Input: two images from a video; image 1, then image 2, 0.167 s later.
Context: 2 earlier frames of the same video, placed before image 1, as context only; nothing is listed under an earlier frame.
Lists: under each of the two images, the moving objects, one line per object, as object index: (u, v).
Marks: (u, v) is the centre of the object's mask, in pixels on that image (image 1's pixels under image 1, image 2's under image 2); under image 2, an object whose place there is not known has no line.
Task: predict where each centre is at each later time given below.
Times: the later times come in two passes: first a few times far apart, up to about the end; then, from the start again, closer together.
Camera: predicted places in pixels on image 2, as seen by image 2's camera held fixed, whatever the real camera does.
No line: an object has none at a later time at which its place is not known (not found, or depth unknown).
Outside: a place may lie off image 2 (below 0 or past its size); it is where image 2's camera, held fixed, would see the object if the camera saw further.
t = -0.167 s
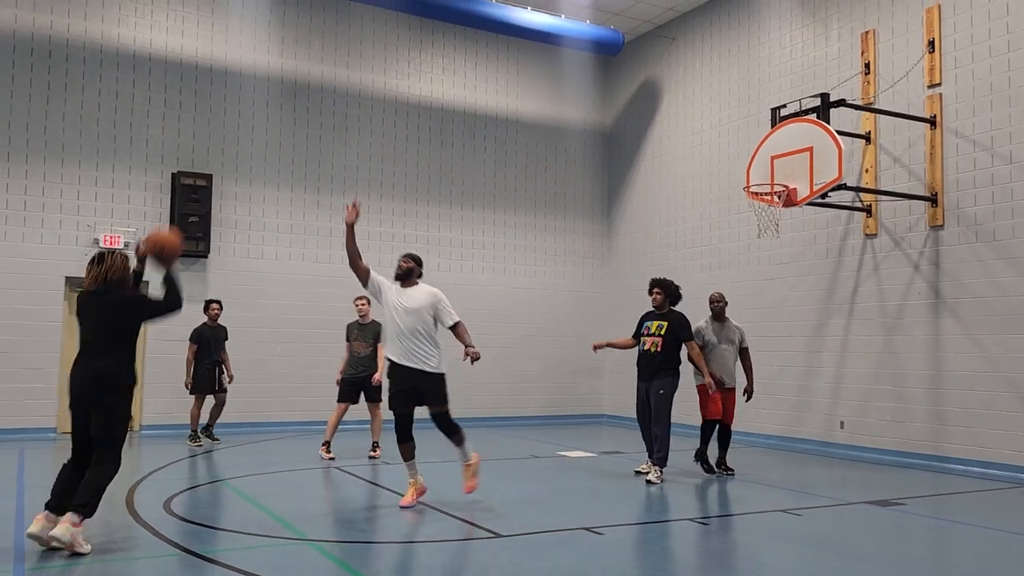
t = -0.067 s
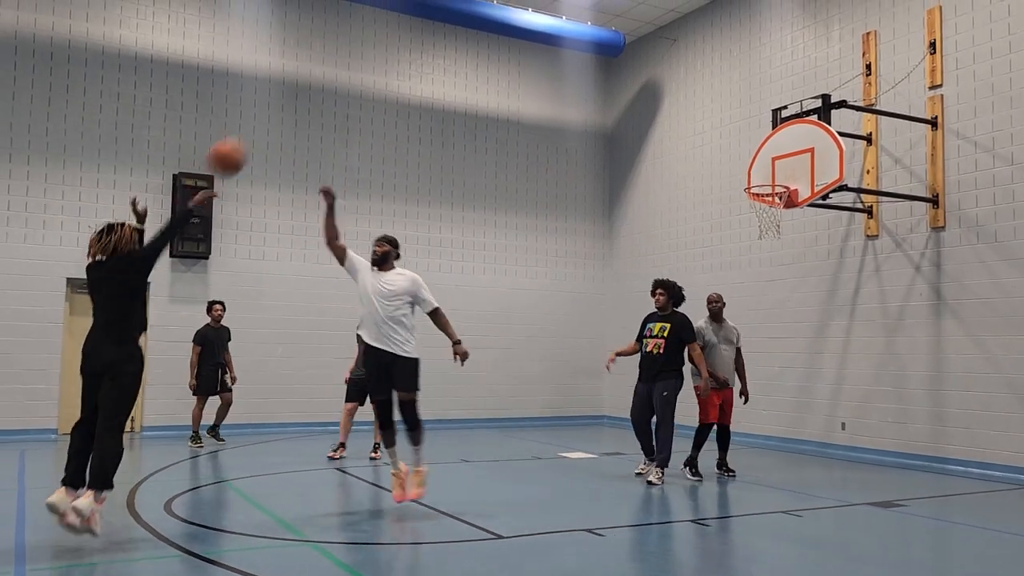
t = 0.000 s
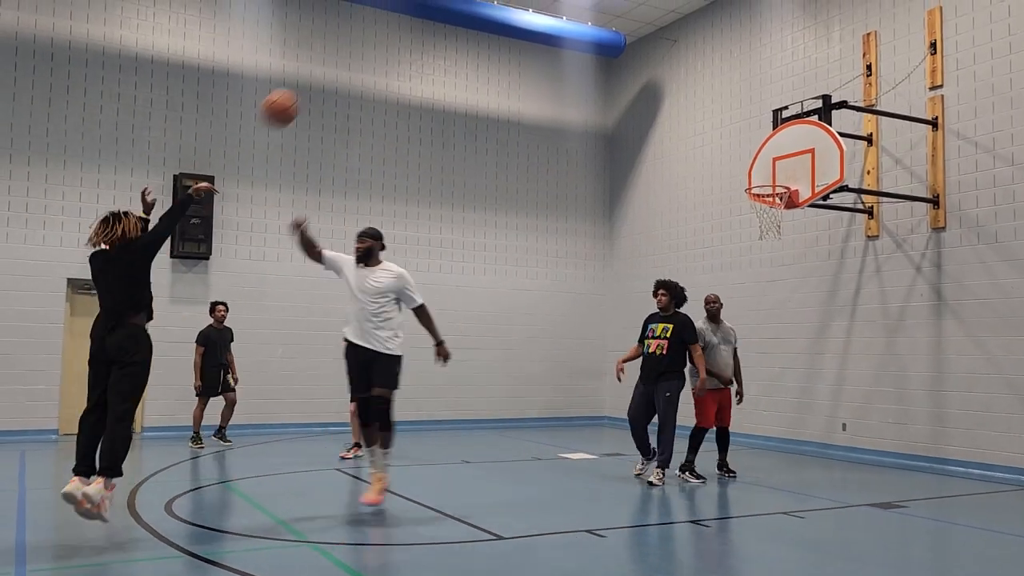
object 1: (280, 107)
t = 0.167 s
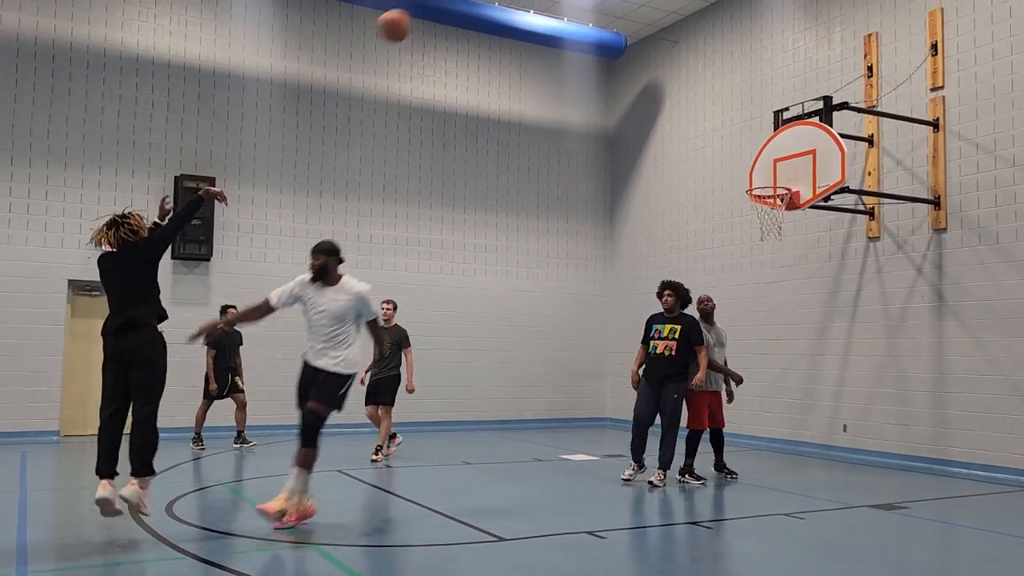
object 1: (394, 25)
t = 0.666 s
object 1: (636, 8)
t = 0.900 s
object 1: (718, 75)
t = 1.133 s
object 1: (788, 181)
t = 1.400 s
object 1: (776, 116)
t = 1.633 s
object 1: (762, 108)
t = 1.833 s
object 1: (751, 139)
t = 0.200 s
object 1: (415, 15)
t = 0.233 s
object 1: (433, 9)
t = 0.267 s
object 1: (451, 5)
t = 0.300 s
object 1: (471, 2)
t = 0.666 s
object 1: (636, 8)
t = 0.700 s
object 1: (649, 12)
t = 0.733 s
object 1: (660, 19)
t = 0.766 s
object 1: (674, 29)
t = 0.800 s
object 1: (684, 39)
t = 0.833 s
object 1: (696, 49)
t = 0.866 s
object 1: (707, 62)
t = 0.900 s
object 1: (718, 75)
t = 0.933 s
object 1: (729, 88)
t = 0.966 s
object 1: (739, 102)
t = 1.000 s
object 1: (749, 117)
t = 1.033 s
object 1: (758, 132)
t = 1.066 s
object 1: (768, 150)
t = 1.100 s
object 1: (778, 166)
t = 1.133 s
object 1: (788, 181)
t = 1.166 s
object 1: (790, 172)
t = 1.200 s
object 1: (788, 160)
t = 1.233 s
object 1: (786, 151)
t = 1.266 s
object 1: (784, 141)
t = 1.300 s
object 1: (782, 134)
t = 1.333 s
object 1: (780, 127)
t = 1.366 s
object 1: (778, 121)
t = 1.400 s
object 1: (776, 116)
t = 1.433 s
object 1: (774, 113)
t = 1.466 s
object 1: (772, 109)
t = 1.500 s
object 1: (770, 107)
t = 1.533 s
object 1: (769, 105)
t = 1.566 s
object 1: (766, 105)
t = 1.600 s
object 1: (764, 106)
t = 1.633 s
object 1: (762, 108)
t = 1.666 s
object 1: (760, 111)
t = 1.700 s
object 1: (758, 114)
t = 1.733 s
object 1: (757, 119)
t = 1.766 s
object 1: (754, 125)
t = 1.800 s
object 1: (752, 131)
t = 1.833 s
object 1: (751, 139)
